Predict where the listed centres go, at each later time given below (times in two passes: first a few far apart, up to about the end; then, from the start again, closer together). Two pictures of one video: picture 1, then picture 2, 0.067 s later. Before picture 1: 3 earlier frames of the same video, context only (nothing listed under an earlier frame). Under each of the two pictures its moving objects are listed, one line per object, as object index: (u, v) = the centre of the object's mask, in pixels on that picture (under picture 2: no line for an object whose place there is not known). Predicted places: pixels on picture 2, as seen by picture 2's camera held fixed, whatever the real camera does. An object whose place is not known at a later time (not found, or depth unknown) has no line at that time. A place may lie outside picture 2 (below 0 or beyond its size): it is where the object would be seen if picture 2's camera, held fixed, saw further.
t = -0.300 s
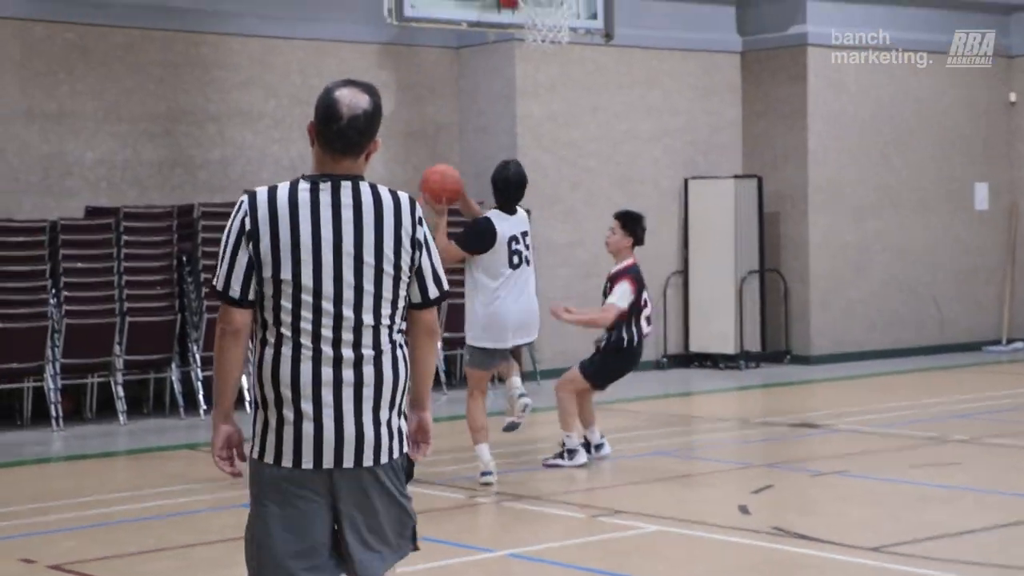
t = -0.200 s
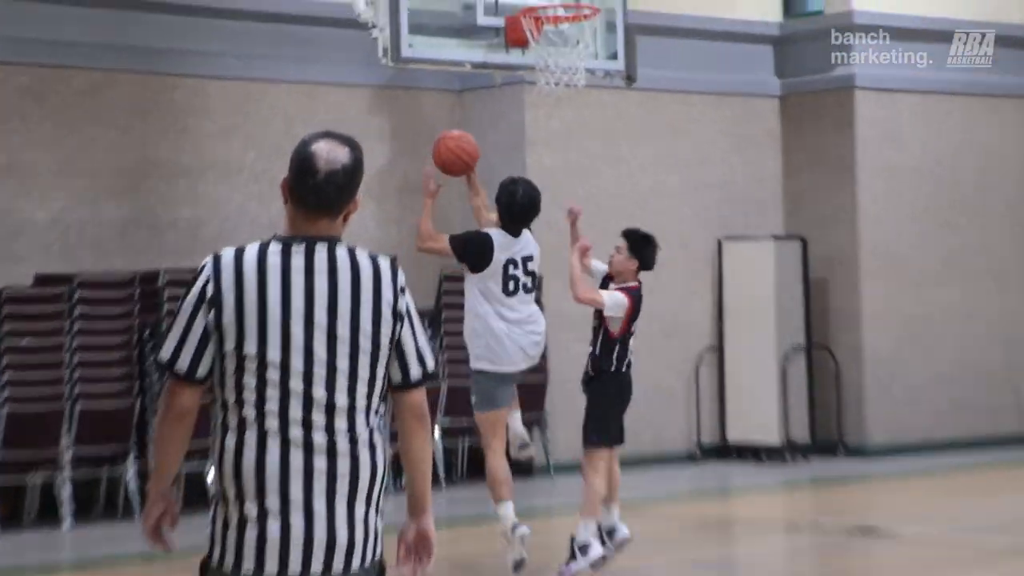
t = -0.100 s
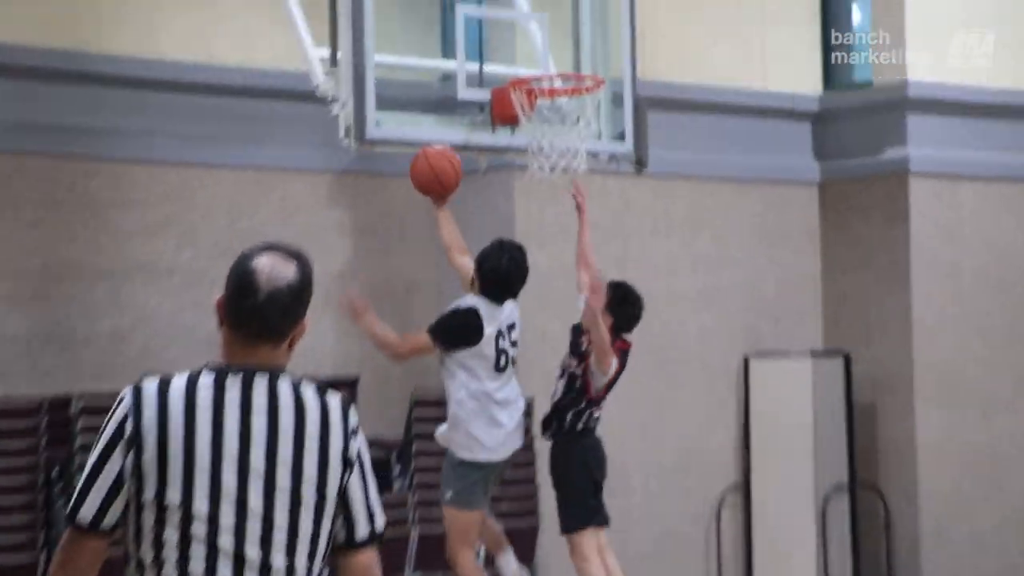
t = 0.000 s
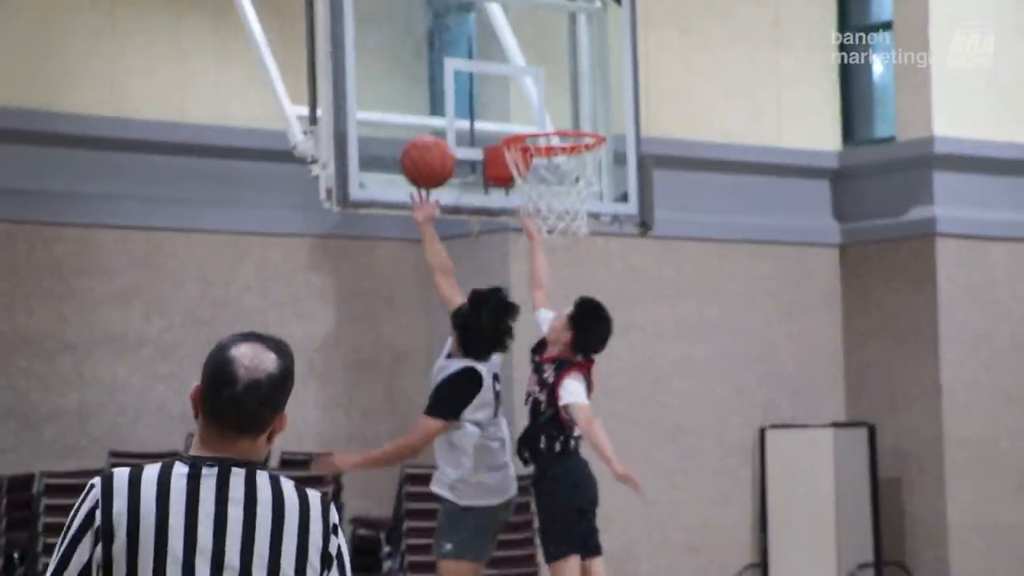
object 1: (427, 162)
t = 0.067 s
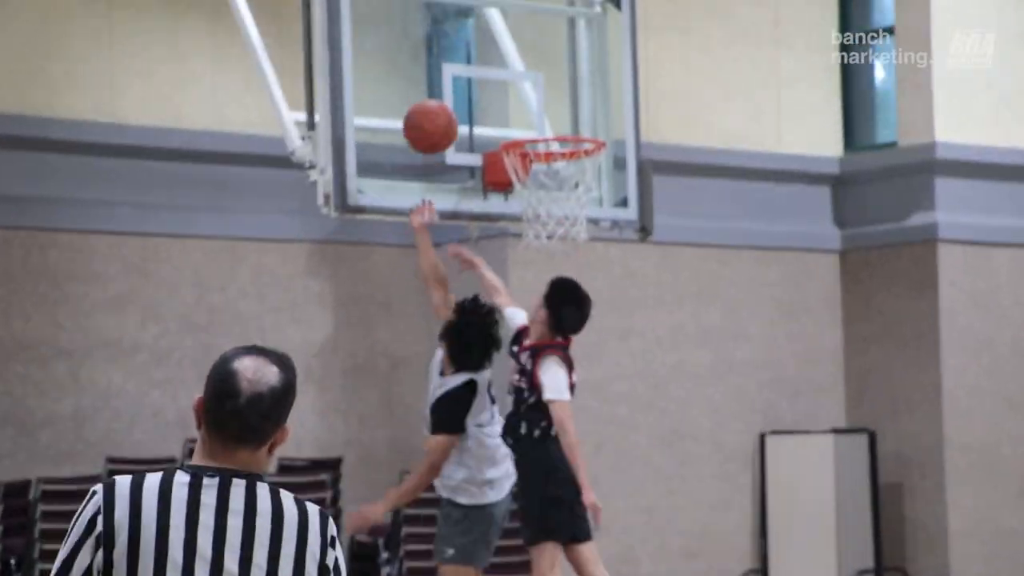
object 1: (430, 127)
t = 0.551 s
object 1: (511, 87)
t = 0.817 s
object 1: (581, 209)
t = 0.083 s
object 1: (431, 118)
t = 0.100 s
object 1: (432, 110)
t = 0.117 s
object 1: (433, 102)
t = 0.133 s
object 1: (434, 95)
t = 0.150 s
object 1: (435, 90)
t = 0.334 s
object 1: (447, 66)
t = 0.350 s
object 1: (447, 68)
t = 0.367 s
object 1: (451, 67)
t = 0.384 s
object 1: (456, 66)
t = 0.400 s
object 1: (462, 66)
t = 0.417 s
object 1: (467, 65)
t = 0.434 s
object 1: (472, 66)
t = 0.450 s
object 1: (478, 67)
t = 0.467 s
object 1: (483, 69)
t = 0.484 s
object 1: (488, 72)
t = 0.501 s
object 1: (494, 75)
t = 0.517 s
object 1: (500, 78)
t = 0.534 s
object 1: (505, 83)
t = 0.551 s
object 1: (511, 87)
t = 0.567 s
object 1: (517, 93)
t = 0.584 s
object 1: (523, 98)
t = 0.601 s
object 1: (528, 104)
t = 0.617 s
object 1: (534, 112)
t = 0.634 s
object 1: (539, 117)
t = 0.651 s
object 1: (545, 122)
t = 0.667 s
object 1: (551, 137)
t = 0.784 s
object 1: (579, 197)
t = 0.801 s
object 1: (579, 202)
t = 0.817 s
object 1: (581, 209)
